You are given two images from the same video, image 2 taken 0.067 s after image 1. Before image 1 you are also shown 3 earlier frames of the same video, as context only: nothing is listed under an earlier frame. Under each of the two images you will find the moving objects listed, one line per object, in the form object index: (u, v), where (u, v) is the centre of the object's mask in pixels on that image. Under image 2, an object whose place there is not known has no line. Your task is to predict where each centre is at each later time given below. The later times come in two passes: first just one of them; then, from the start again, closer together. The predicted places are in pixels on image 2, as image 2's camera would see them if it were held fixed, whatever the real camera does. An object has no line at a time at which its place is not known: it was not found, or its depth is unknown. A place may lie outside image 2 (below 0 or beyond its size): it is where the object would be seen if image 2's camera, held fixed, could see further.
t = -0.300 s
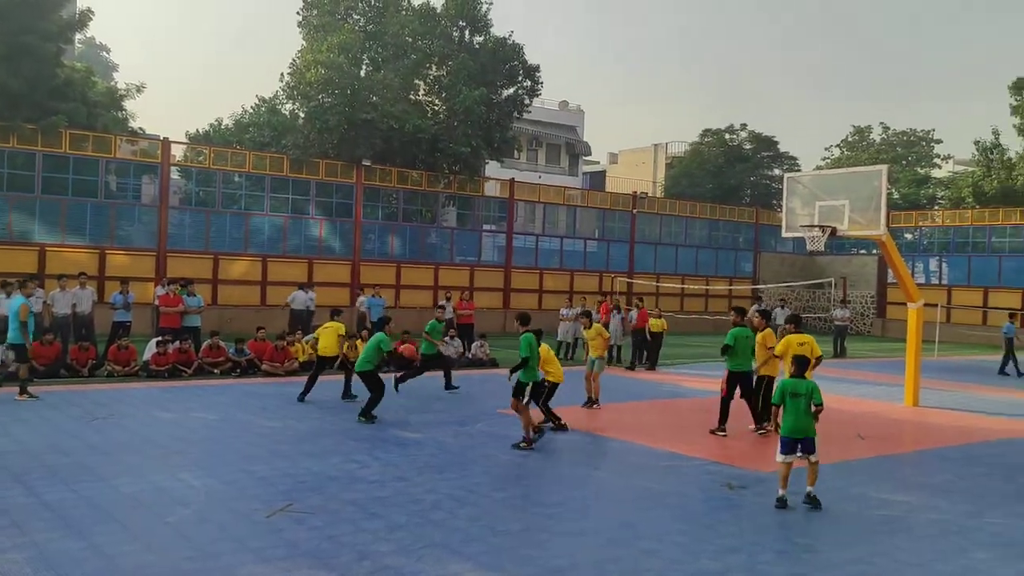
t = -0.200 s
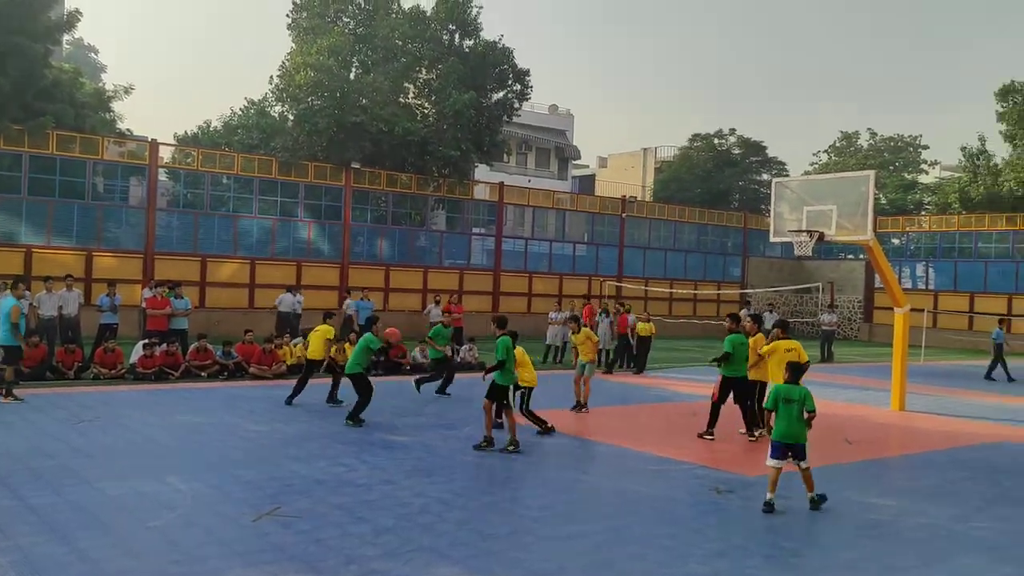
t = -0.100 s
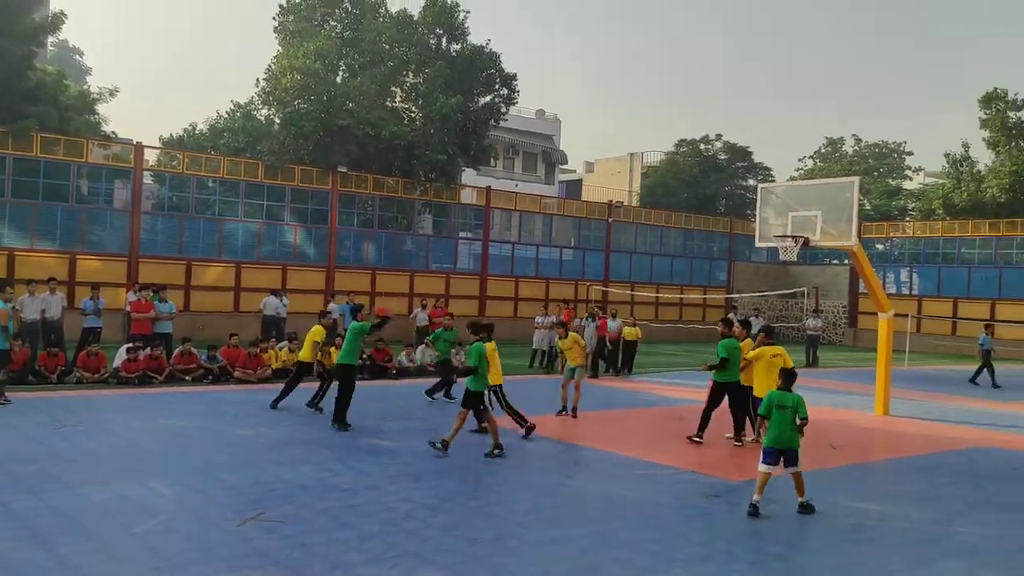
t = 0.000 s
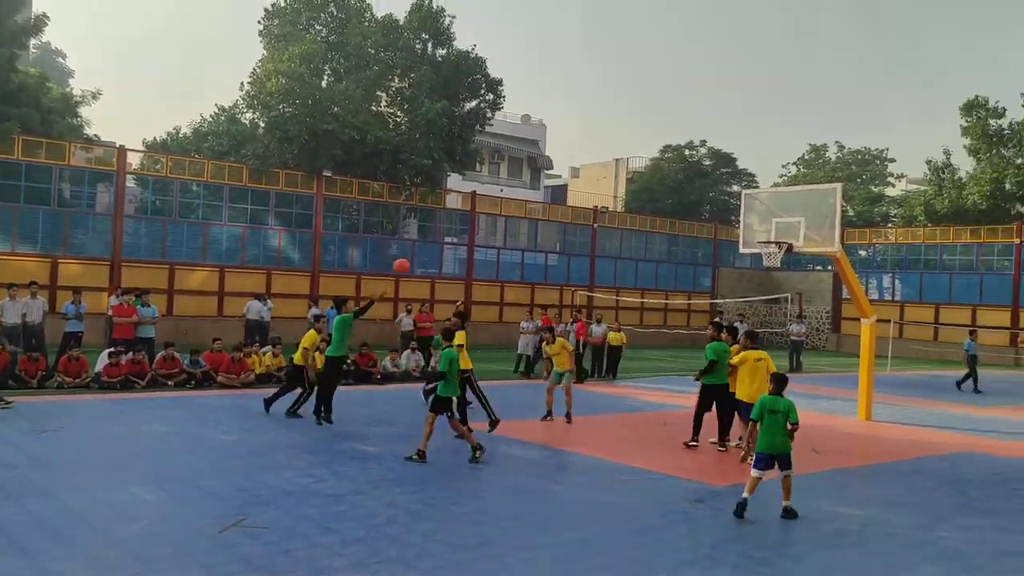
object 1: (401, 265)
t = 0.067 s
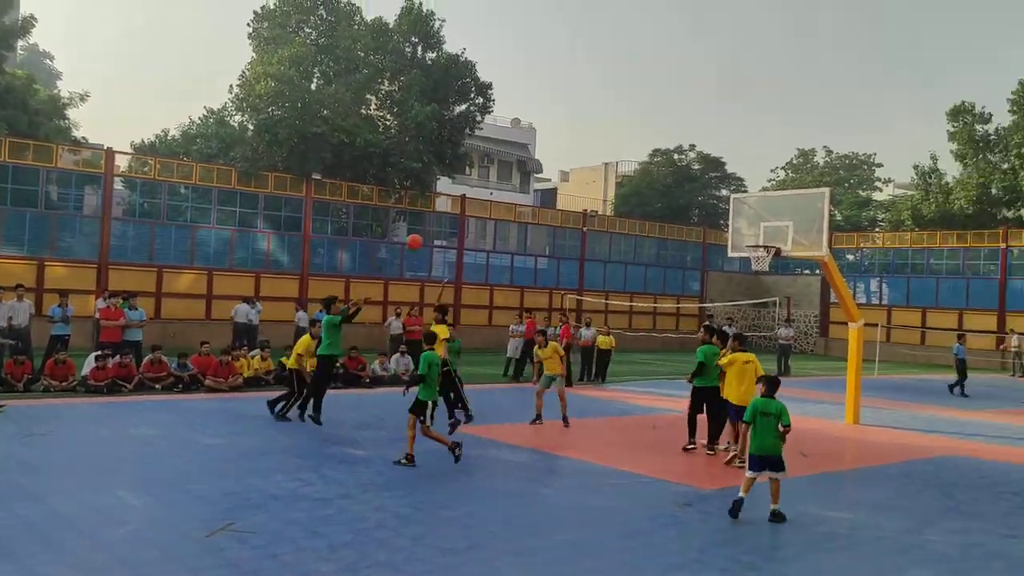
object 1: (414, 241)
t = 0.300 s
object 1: (491, 171)
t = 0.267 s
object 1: (480, 180)
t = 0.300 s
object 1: (491, 171)
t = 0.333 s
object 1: (501, 164)
